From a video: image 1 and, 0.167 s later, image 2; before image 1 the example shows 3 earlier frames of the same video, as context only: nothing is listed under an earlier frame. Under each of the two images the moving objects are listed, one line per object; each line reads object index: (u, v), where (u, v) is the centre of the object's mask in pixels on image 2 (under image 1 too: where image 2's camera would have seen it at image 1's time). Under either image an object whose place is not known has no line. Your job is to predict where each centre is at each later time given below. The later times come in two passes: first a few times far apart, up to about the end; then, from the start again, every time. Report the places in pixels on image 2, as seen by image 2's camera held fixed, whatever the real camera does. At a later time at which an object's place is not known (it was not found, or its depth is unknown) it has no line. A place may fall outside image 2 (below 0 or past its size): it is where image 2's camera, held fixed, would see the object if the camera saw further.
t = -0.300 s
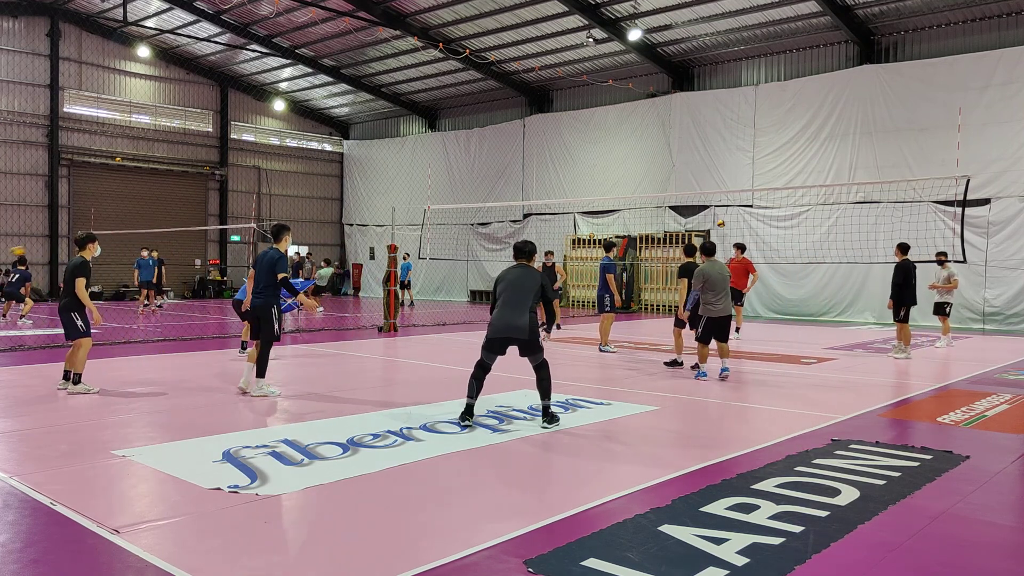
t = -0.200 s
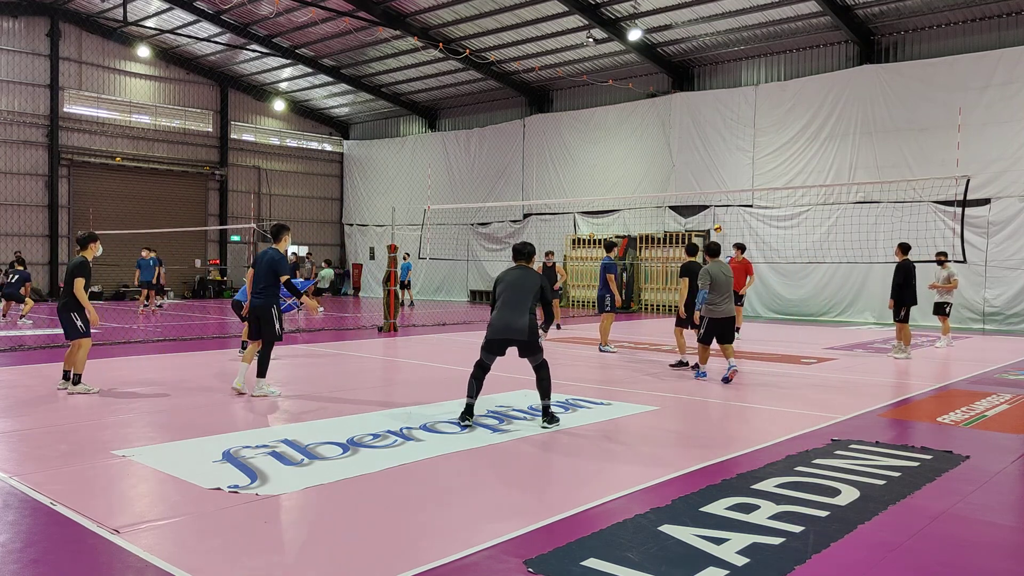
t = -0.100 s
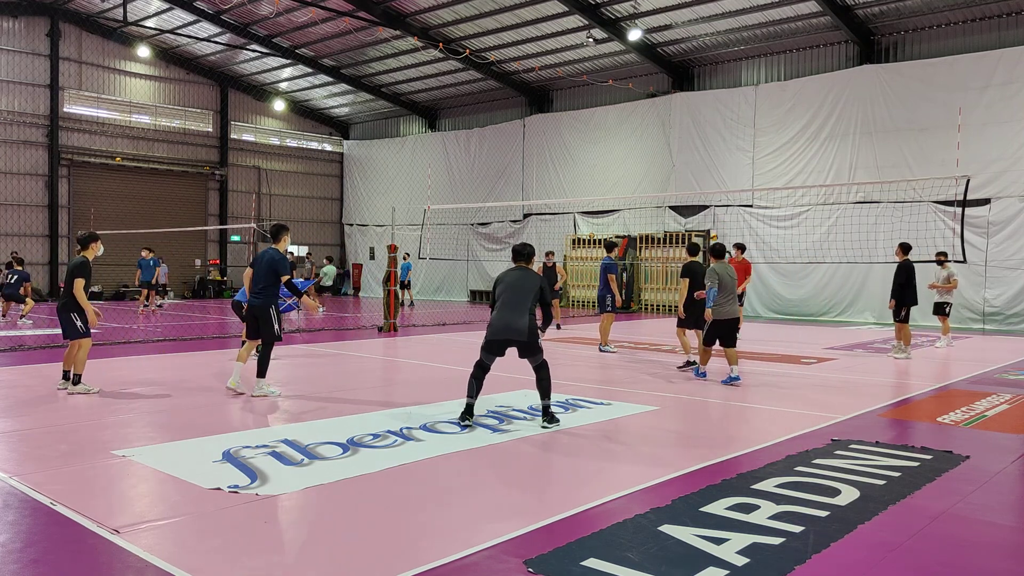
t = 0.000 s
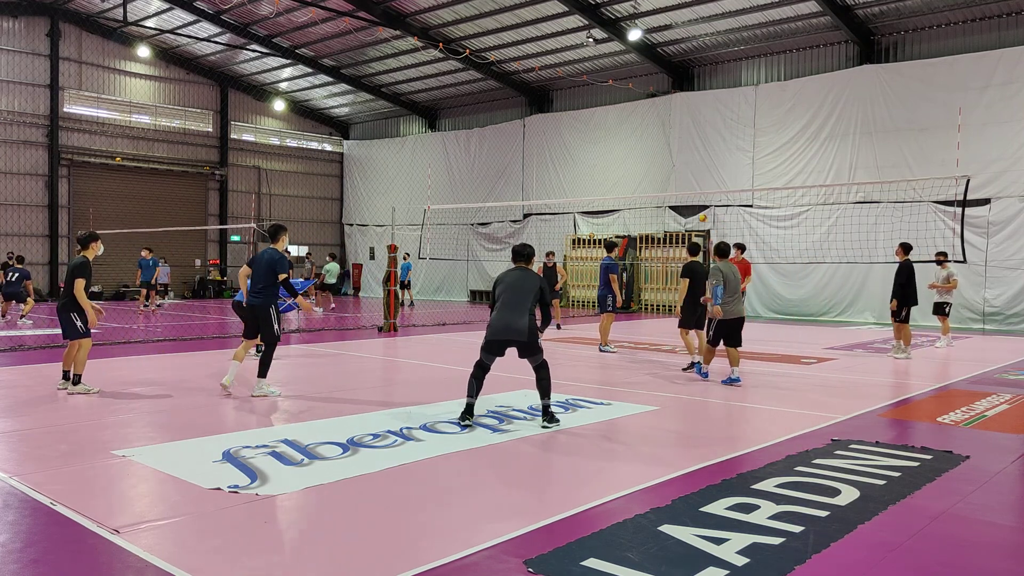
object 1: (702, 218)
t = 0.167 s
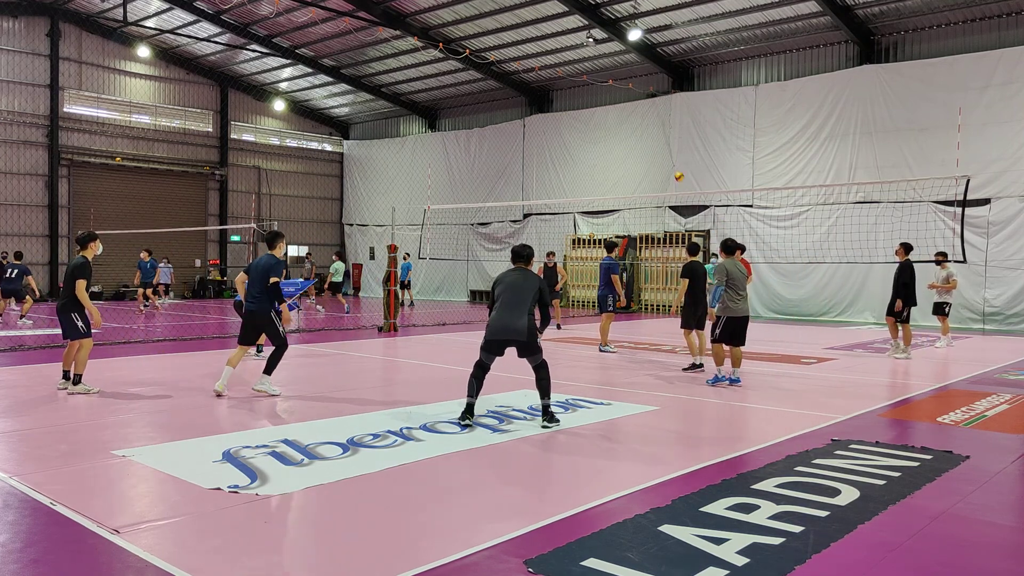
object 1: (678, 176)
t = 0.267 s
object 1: (662, 155)
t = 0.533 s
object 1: (606, 109)
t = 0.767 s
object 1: (542, 96)
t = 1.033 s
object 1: (446, 130)
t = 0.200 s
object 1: (673, 169)
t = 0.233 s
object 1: (668, 162)
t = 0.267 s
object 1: (662, 155)
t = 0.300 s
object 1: (655, 148)
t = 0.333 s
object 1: (650, 141)
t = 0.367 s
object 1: (643, 135)
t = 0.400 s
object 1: (636, 129)
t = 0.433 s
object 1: (628, 124)
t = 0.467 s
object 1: (622, 119)
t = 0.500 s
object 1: (614, 113)
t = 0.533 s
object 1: (606, 109)
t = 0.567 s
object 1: (598, 105)
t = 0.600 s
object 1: (590, 102)
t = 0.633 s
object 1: (581, 100)
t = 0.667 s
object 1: (572, 97)
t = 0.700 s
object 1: (562, 96)
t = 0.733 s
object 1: (553, 95)
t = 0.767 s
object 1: (542, 96)
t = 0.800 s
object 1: (532, 97)
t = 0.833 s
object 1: (521, 98)
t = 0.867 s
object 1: (510, 101)
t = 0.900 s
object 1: (498, 104)
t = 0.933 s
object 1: (486, 109)
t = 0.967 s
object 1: (473, 115)
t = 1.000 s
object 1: (459, 122)
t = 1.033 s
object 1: (446, 130)
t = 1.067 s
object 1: (431, 139)
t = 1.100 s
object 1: (417, 150)
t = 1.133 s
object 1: (402, 162)
